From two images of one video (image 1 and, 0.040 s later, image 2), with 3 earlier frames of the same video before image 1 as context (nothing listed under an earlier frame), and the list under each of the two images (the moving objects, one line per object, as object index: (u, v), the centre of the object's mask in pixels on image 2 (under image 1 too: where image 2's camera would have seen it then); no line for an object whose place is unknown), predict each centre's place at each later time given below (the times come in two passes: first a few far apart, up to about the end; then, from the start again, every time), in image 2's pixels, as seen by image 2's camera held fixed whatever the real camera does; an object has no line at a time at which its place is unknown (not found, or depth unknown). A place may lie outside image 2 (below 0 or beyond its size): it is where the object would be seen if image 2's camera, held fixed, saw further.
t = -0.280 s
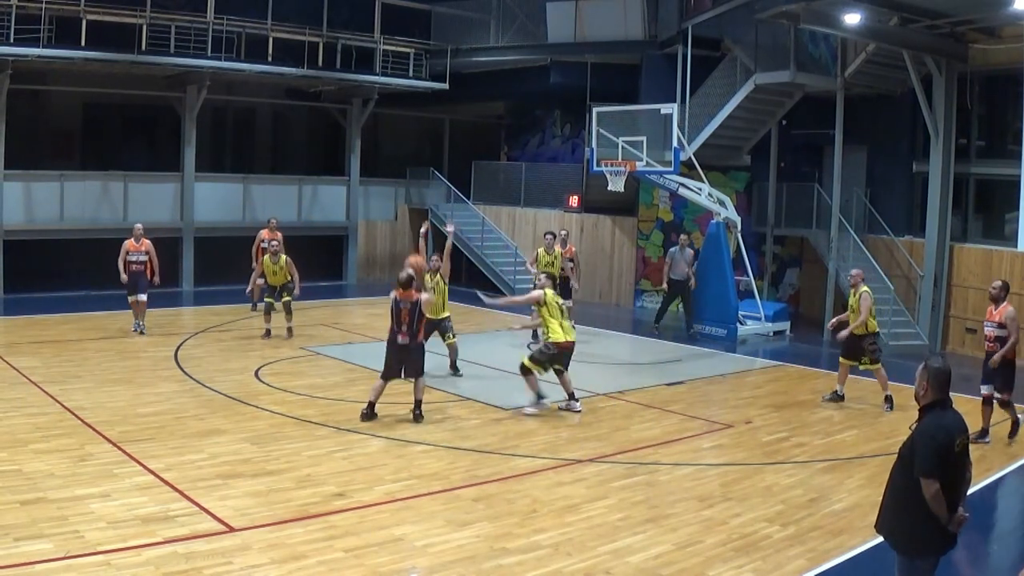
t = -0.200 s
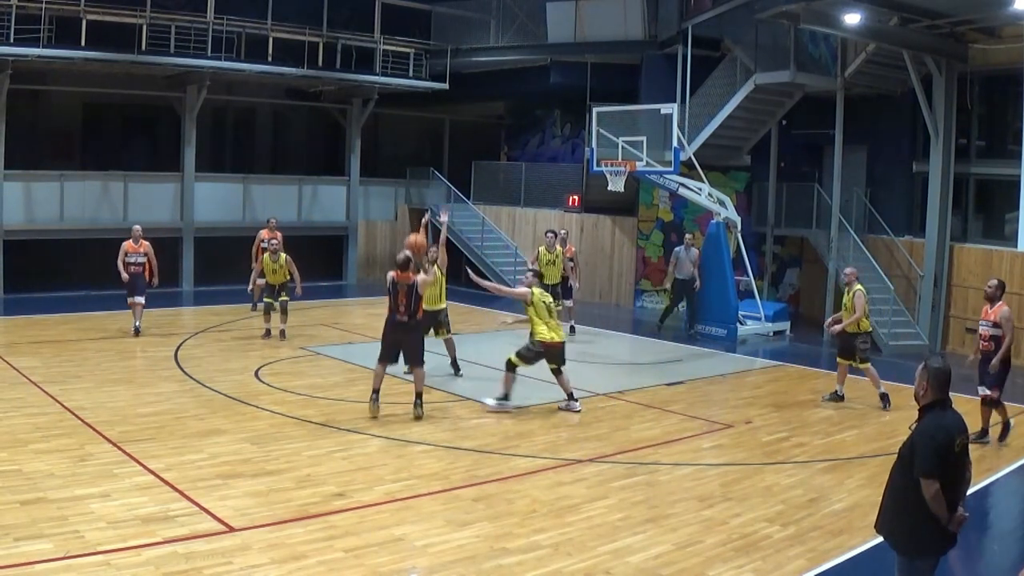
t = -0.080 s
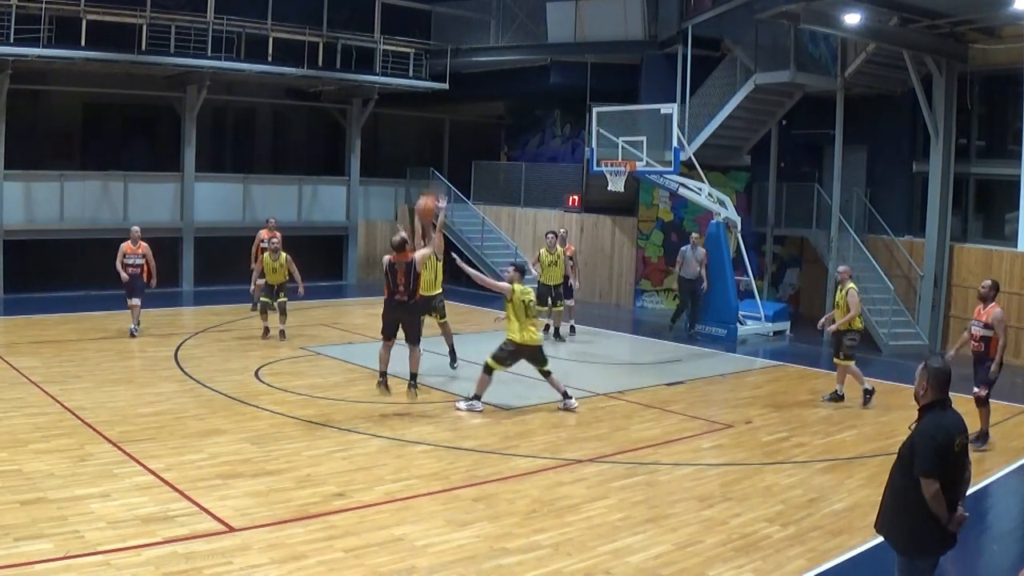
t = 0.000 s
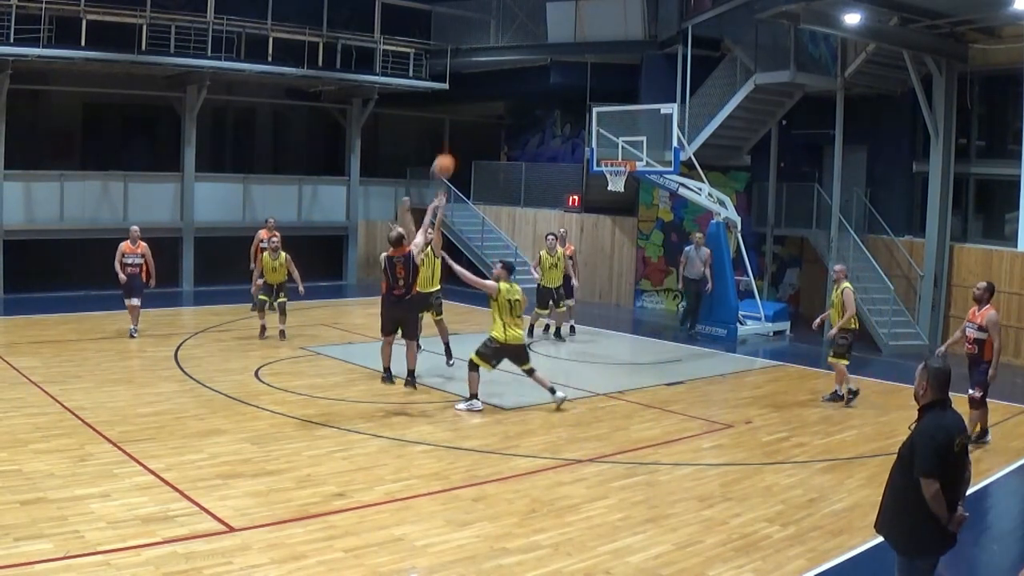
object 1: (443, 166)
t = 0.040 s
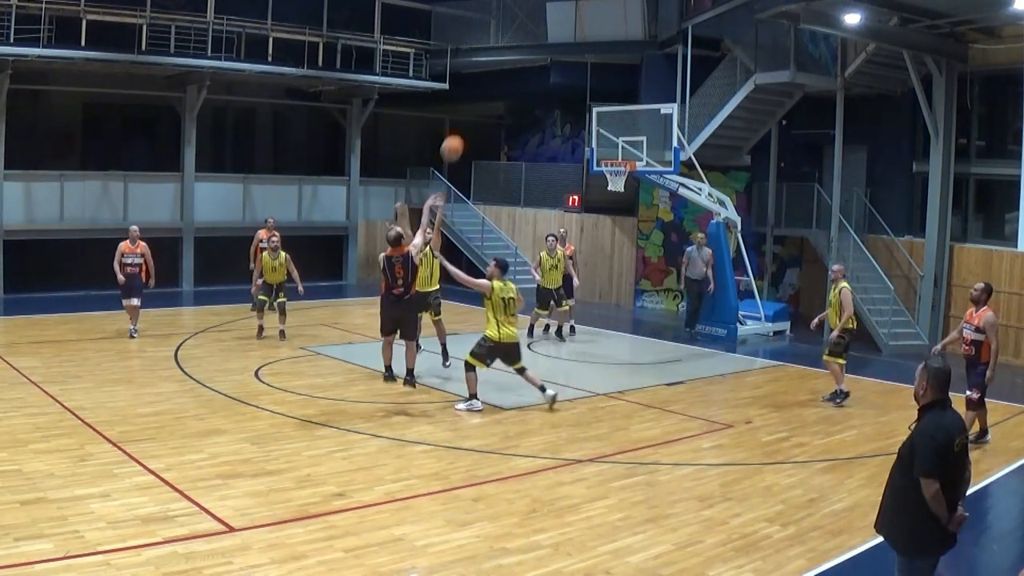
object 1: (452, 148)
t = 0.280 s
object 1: (499, 73)
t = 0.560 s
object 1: (541, 52)
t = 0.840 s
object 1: (573, 84)
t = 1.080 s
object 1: (594, 146)
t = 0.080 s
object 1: (460, 131)
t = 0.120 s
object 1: (469, 116)
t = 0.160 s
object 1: (477, 103)
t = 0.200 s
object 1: (484, 91)
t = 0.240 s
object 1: (492, 81)
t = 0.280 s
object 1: (499, 73)
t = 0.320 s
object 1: (506, 66)
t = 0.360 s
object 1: (512, 61)
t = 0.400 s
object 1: (519, 56)
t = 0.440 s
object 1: (525, 53)
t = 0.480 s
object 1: (530, 52)
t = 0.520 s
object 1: (536, 51)
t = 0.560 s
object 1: (541, 52)
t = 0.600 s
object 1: (546, 54)
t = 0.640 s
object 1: (551, 56)
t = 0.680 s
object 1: (555, 60)
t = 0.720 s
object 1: (560, 64)
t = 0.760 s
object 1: (564, 70)
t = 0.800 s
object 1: (568, 77)
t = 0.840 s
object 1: (573, 84)
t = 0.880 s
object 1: (577, 93)
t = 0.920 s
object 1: (580, 102)
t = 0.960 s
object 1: (583, 112)
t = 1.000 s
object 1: (587, 122)
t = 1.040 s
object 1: (590, 133)
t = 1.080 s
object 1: (594, 146)
